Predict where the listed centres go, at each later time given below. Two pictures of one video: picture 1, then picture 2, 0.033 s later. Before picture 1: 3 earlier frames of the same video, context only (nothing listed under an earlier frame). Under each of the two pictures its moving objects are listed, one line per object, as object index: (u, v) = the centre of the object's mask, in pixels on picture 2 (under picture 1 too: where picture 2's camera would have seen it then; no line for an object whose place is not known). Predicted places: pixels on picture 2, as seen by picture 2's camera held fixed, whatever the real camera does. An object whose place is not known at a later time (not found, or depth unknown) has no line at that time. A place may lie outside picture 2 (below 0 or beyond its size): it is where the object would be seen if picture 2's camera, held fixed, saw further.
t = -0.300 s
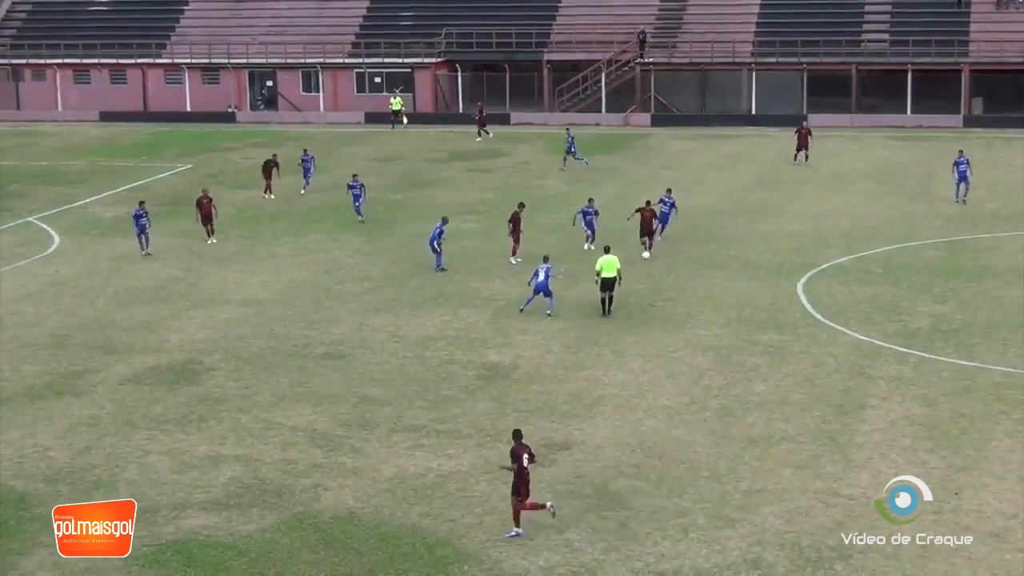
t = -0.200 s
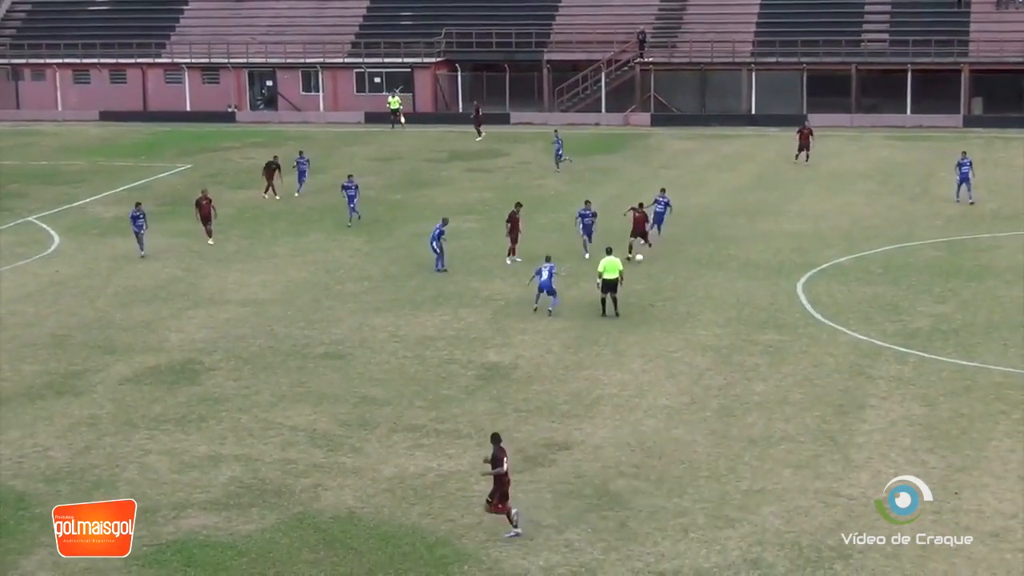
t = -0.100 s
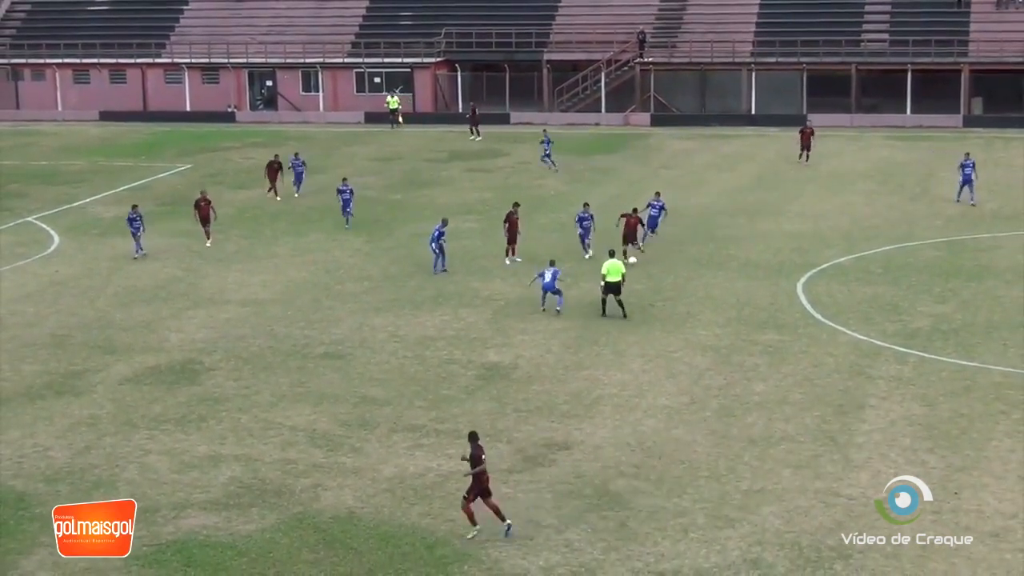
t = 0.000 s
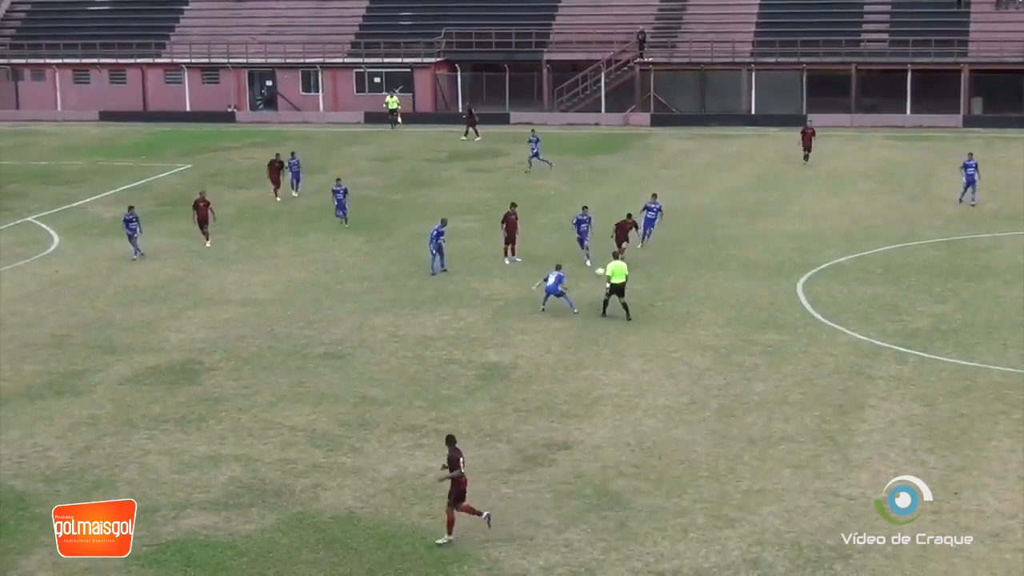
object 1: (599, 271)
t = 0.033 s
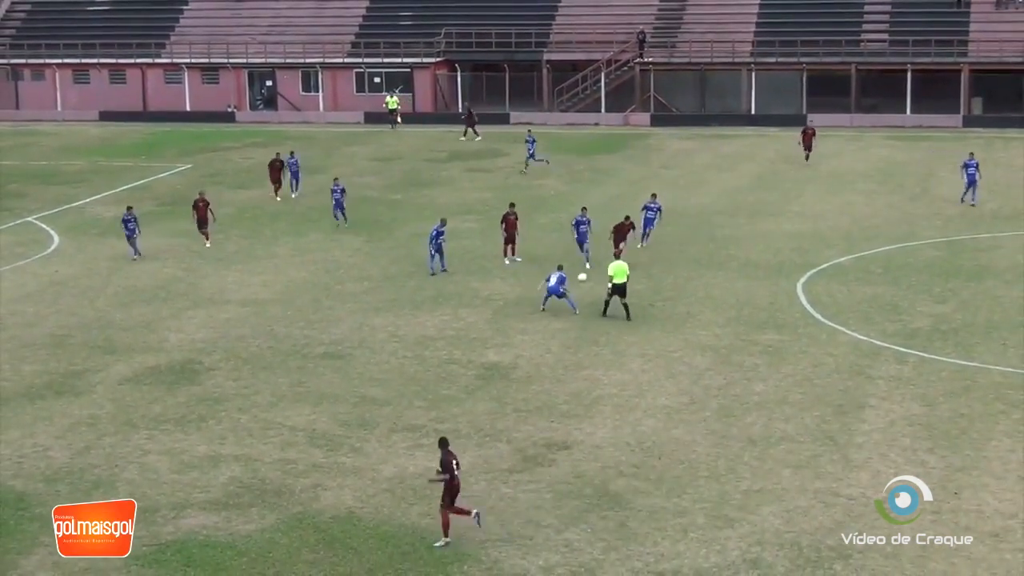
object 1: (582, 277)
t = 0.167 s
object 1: (510, 293)
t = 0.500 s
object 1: (323, 337)
